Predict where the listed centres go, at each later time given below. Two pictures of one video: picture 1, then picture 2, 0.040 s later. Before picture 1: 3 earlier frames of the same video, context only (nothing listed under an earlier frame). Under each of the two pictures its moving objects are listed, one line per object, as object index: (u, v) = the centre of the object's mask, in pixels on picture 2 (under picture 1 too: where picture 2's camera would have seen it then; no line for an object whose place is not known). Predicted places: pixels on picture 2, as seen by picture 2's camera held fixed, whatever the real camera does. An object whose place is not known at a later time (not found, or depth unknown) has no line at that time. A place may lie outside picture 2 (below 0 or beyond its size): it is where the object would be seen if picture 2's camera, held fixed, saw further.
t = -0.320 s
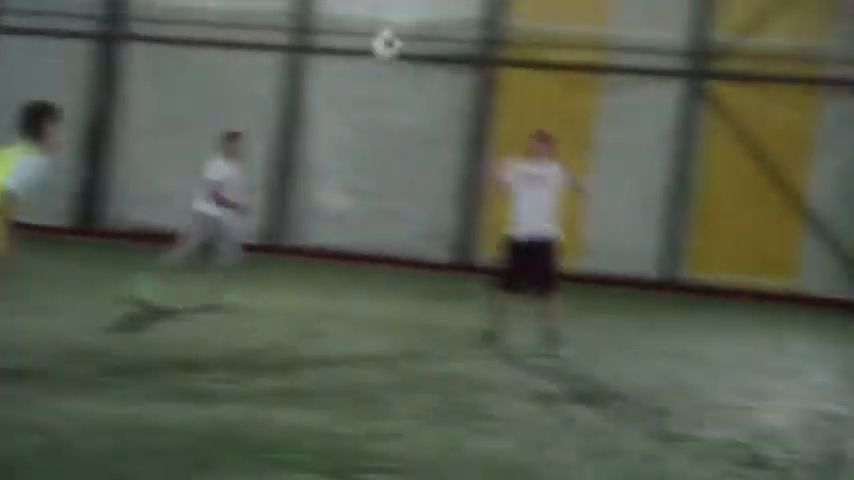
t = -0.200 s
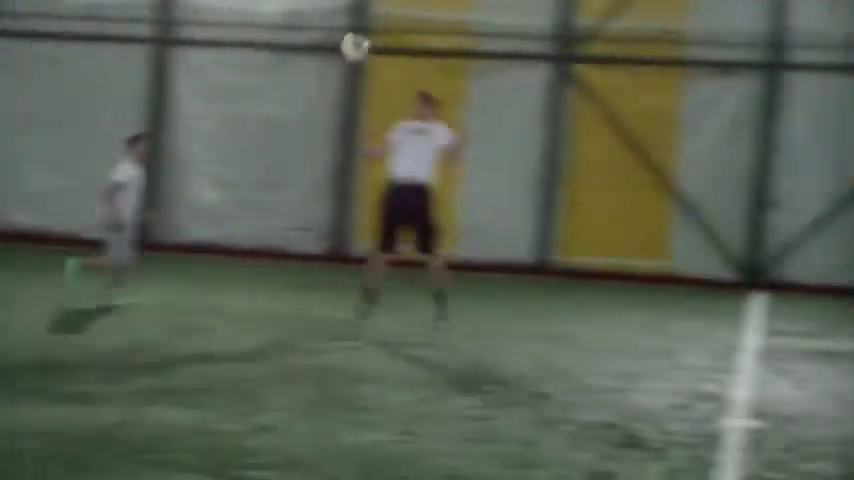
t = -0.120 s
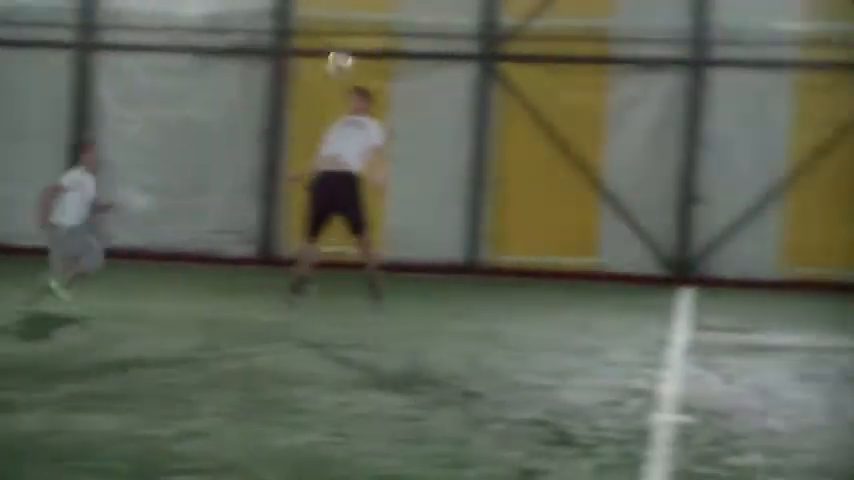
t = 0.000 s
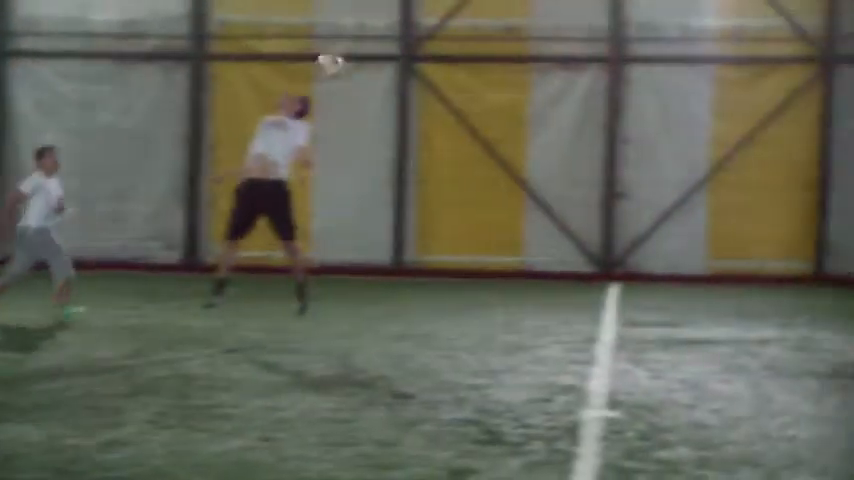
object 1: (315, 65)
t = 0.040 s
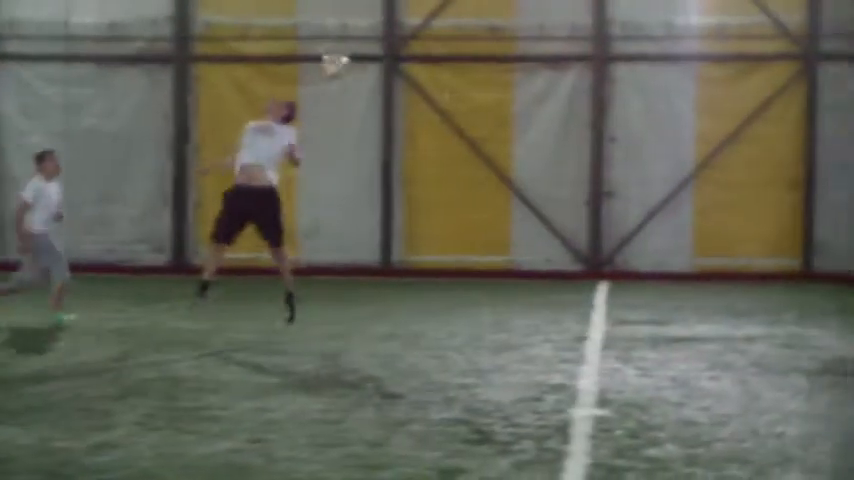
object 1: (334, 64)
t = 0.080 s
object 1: (354, 62)
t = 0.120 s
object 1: (372, 65)
